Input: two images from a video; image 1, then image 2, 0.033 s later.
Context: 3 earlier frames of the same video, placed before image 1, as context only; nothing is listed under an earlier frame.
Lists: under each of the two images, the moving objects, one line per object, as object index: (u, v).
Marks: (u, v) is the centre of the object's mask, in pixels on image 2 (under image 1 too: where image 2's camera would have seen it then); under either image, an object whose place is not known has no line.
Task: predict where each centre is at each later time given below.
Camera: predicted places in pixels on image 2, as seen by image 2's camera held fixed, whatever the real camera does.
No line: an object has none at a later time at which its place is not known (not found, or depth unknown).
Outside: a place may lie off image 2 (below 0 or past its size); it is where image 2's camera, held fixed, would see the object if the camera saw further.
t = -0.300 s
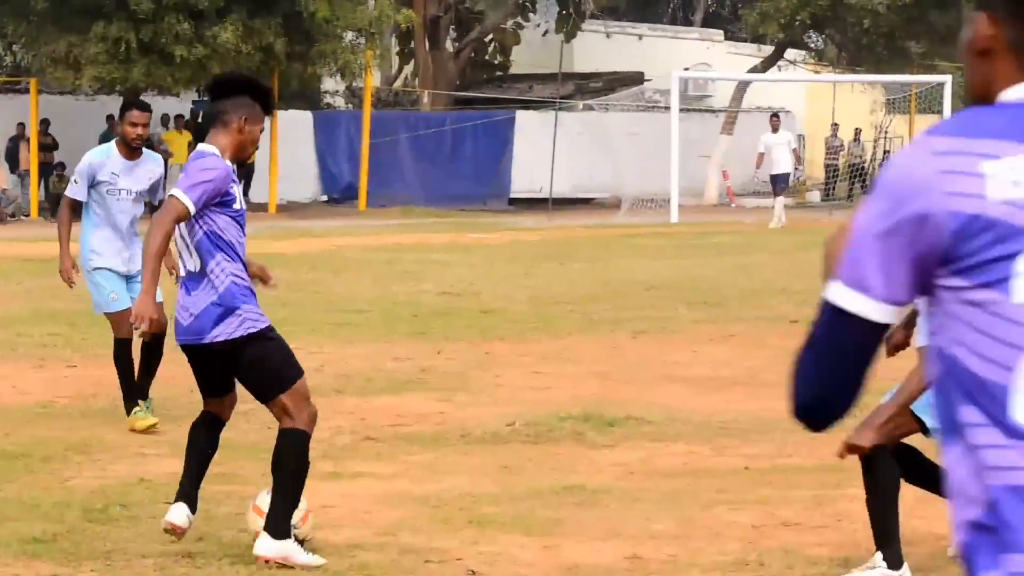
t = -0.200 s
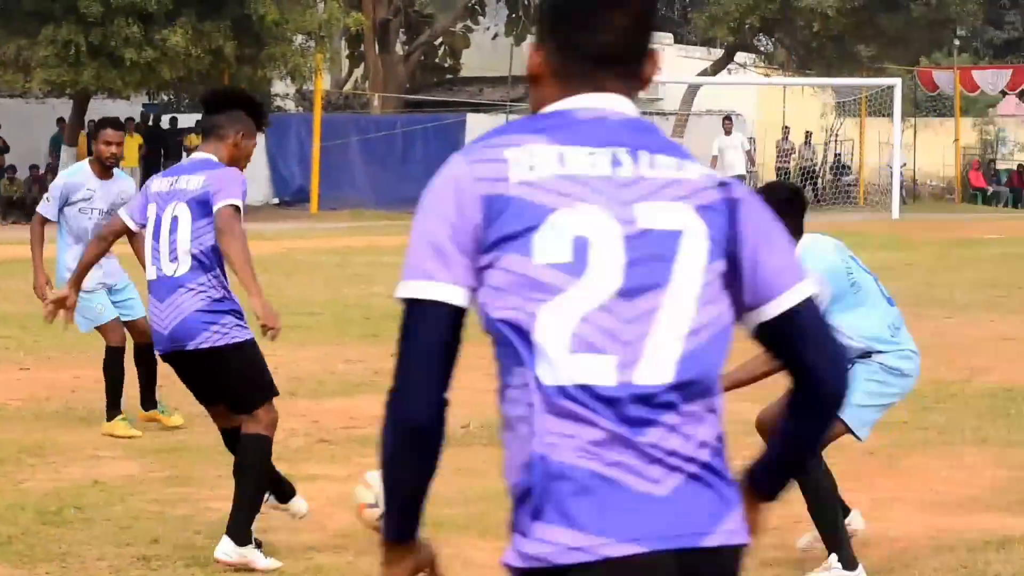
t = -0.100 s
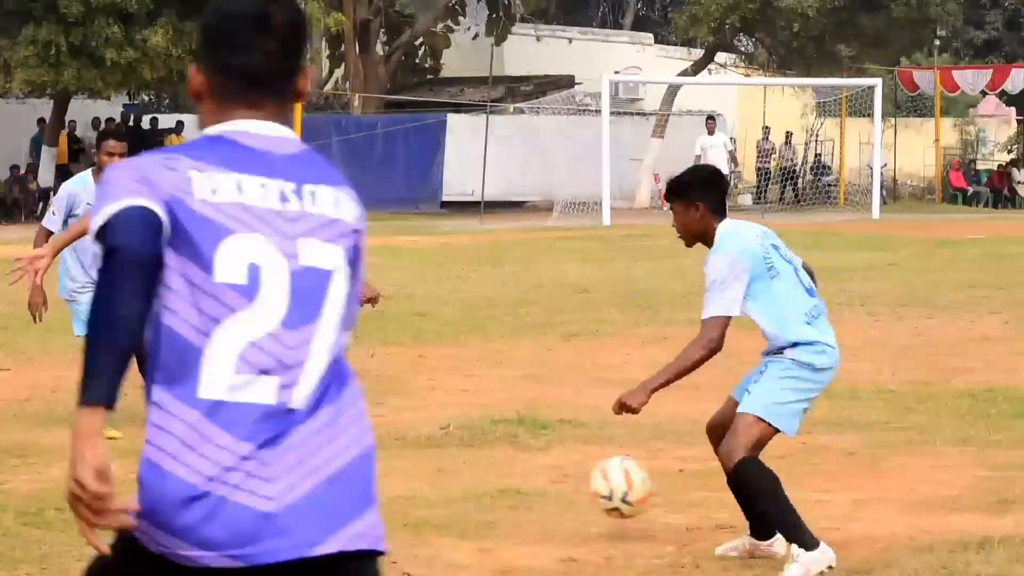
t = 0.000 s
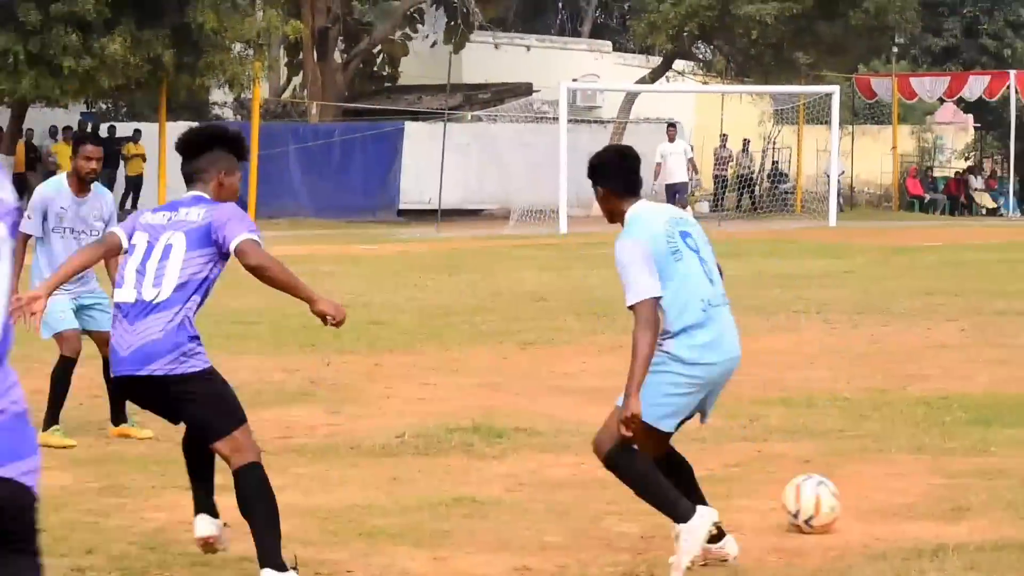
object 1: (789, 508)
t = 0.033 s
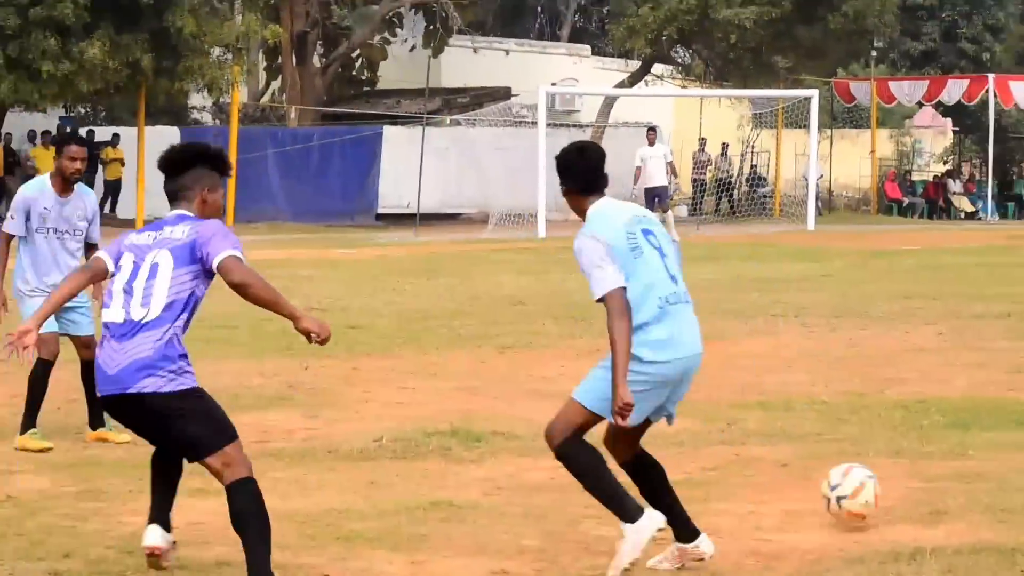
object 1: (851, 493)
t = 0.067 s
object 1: (910, 479)
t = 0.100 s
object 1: (971, 469)
